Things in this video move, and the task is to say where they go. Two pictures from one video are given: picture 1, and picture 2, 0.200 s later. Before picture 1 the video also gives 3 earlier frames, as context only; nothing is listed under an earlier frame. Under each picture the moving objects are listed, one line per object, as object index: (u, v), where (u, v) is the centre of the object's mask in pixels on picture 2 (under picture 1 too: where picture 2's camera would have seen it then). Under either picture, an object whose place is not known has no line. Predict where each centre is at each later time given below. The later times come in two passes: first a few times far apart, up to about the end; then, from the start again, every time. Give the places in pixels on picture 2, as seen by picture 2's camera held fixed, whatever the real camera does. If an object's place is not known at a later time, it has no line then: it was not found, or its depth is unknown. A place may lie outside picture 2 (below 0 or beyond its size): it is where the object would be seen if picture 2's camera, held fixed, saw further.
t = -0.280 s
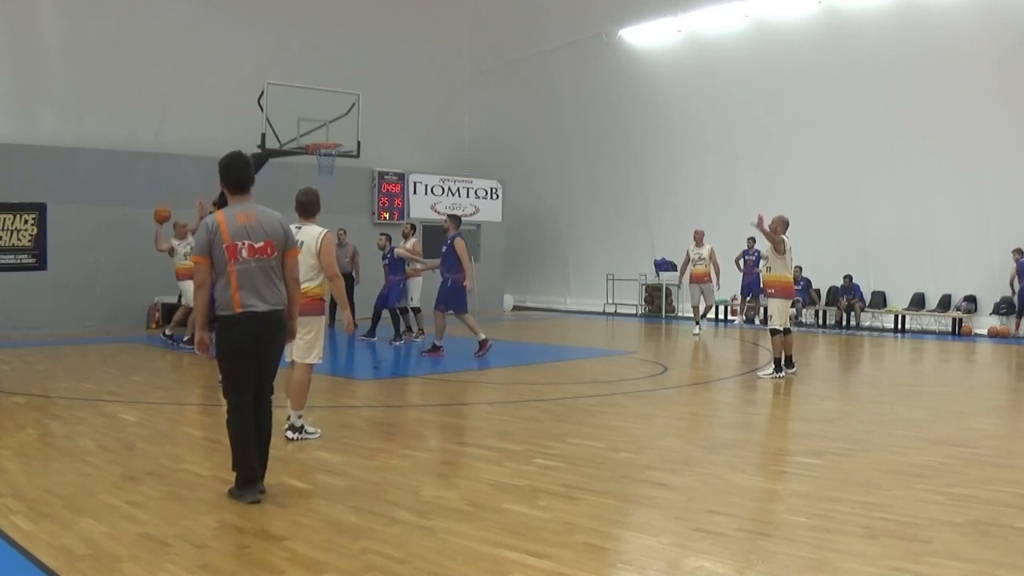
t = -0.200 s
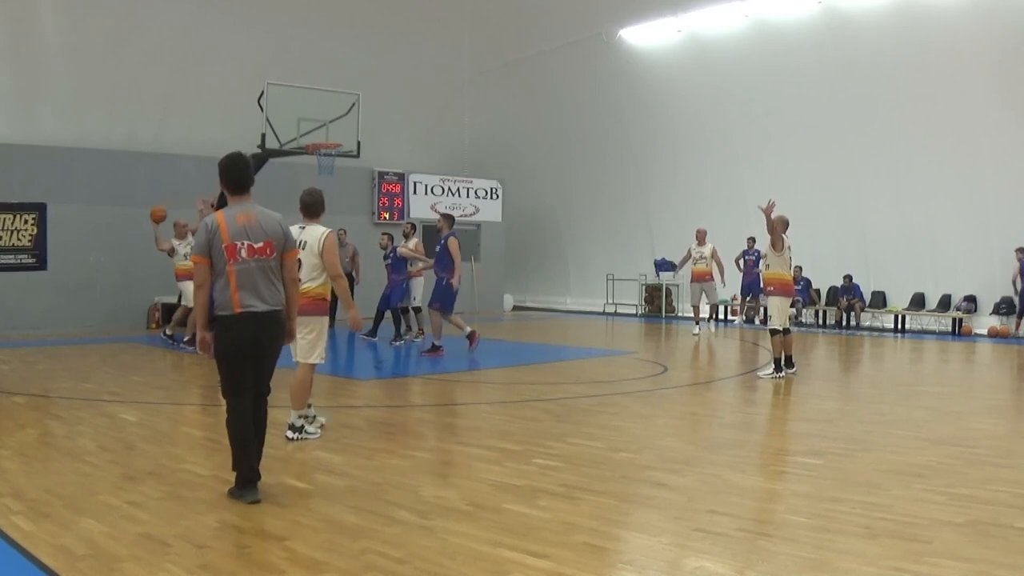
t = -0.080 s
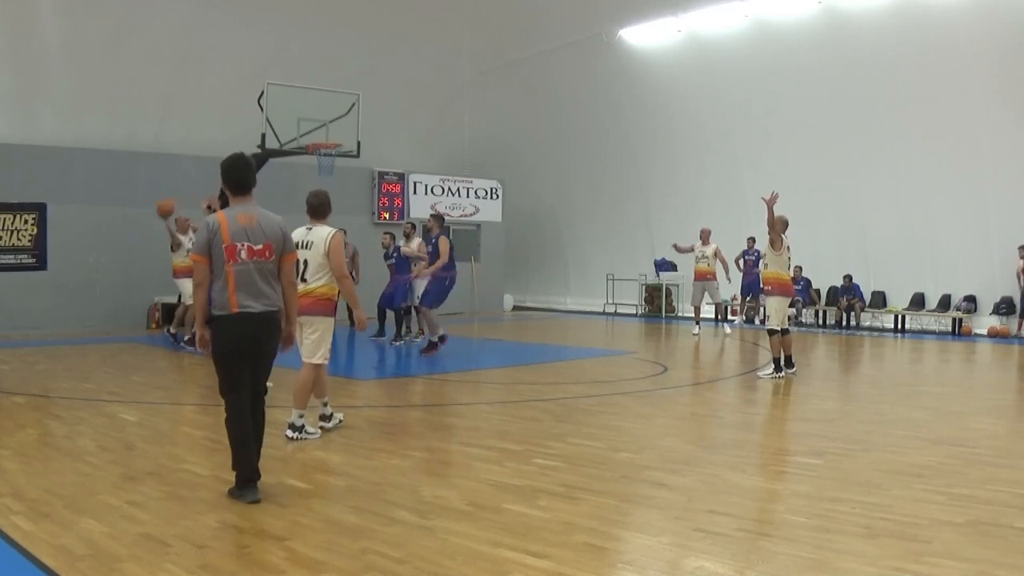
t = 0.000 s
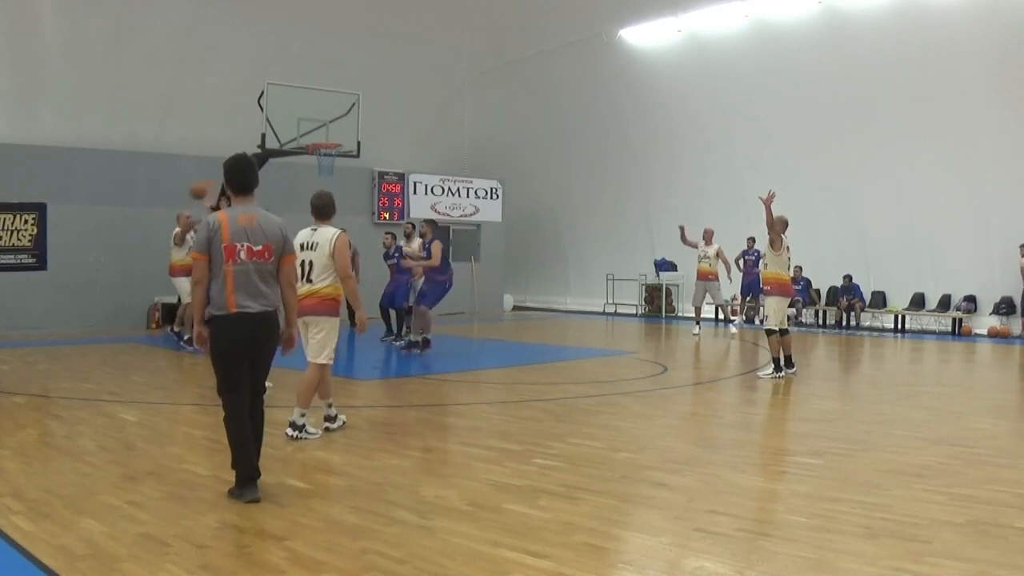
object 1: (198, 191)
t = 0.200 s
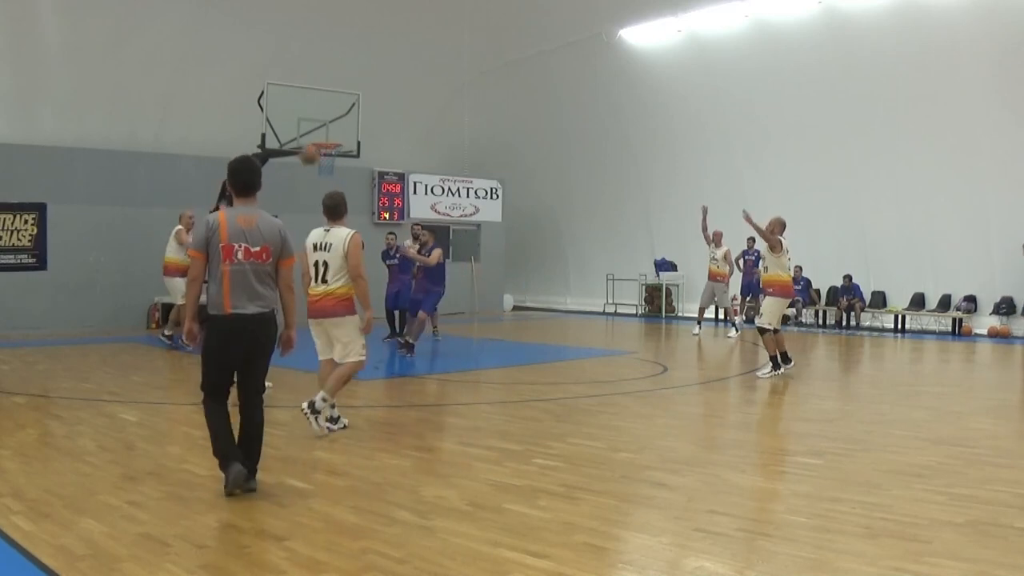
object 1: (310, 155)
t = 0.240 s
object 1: (333, 149)
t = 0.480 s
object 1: (496, 151)
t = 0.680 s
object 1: (650, 192)
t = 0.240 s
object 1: (333, 149)
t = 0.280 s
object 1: (360, 147)
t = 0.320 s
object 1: (385, 145)
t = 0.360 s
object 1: (410, 145)
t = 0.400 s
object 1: (439, 146)
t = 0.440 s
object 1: (467, 148)
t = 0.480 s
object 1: (496, 151)
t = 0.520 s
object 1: (525, 156)
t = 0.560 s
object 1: (555, 163)
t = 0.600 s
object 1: (586, 171)
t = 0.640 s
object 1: (618, 180)
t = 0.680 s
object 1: (650, 192)
